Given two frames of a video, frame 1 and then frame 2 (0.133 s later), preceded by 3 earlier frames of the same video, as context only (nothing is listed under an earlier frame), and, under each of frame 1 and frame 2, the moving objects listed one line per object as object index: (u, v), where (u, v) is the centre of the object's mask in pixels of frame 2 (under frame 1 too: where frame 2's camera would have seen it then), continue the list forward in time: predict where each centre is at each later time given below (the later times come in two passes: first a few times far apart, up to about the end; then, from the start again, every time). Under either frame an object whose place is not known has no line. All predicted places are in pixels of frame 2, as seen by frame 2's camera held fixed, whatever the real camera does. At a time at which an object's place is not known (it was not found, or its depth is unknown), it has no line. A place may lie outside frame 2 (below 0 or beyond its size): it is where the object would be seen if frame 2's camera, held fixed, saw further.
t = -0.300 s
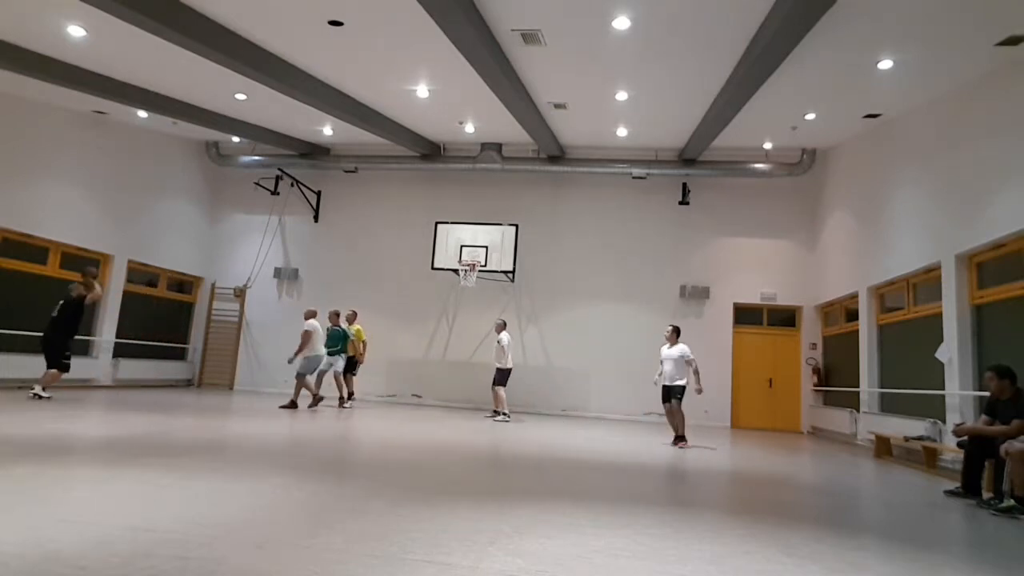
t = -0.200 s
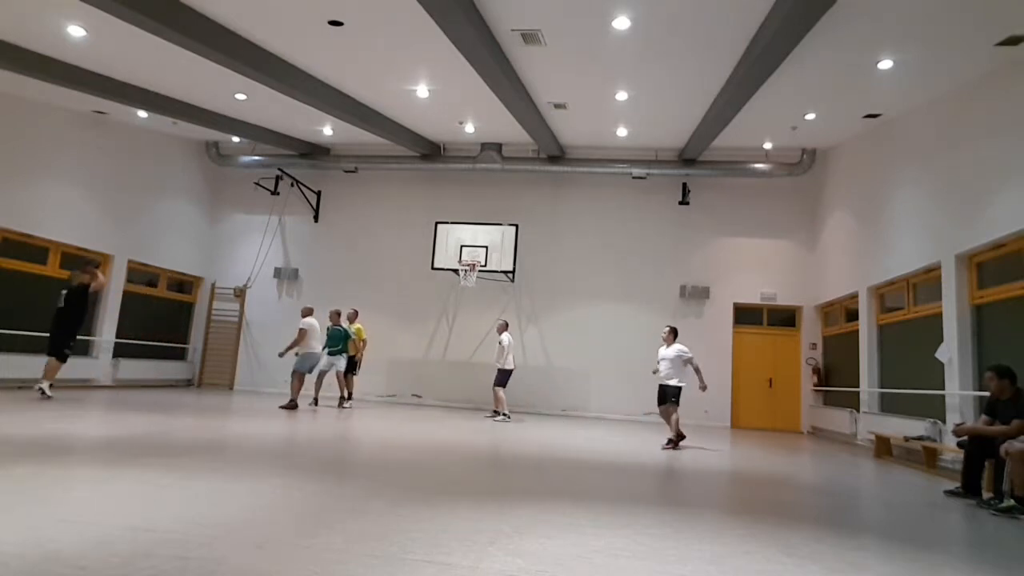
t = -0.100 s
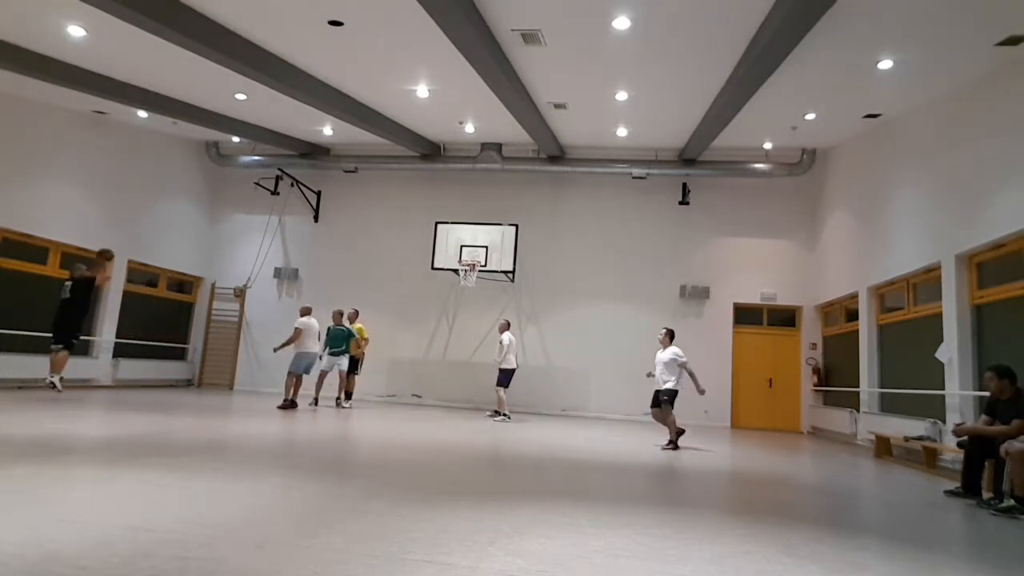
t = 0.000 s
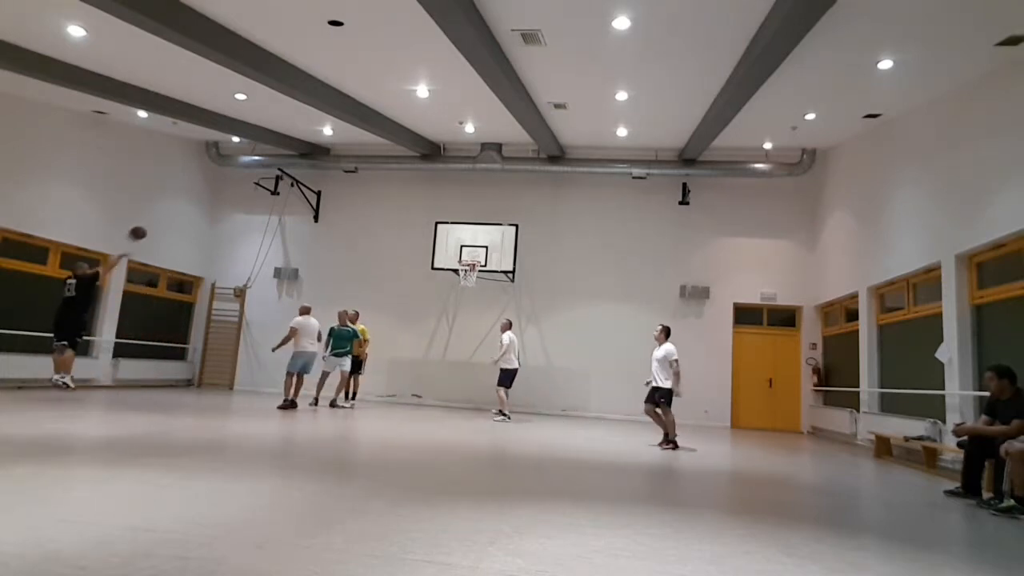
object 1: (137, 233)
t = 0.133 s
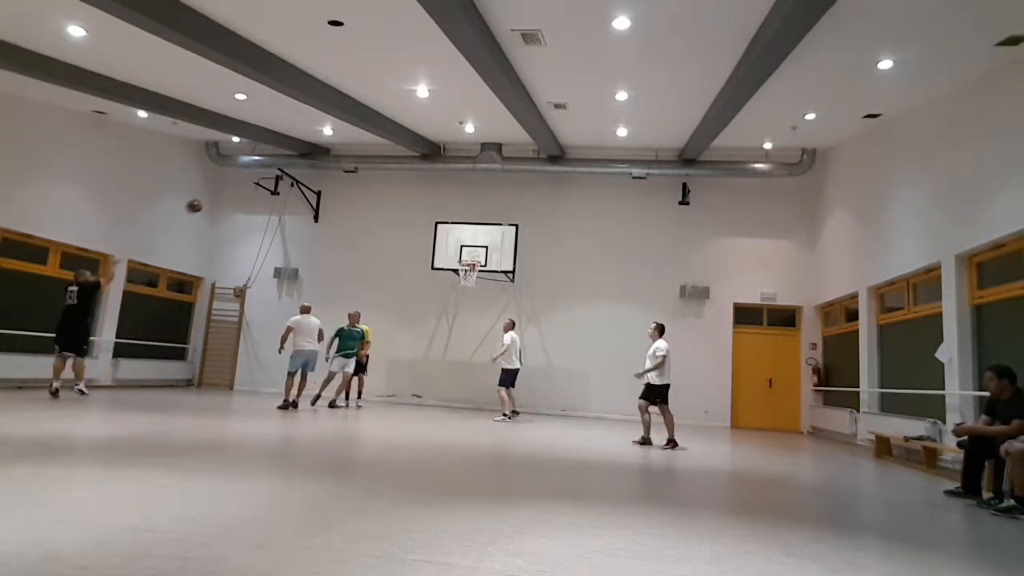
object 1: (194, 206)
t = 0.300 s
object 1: (257, 187)
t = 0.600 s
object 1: (354, 189)
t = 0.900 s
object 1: (436, 232)
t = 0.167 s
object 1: (206, 201)
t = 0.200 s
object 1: (219, 197)
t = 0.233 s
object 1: (232, 193)
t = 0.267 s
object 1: (245, 190)
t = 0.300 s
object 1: (257, 187)
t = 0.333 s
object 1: (267, 184)
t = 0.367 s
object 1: (280, 183)
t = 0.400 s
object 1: (290, 183)
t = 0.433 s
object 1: (302, 182)
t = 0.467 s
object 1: (313, 182)
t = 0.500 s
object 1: (324, 183)
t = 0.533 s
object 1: (334, 185)
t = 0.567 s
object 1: (344, 186)
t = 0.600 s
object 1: (354, 189)
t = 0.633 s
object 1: (364, 192)
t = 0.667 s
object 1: (373, 195)
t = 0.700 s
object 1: (383, 199)
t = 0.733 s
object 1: (392, 203)
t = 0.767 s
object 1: (401, 208)
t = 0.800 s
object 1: (409, 214)
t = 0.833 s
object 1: (418, 219)
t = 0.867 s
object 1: (427, 225)
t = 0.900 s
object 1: (436, 232)
